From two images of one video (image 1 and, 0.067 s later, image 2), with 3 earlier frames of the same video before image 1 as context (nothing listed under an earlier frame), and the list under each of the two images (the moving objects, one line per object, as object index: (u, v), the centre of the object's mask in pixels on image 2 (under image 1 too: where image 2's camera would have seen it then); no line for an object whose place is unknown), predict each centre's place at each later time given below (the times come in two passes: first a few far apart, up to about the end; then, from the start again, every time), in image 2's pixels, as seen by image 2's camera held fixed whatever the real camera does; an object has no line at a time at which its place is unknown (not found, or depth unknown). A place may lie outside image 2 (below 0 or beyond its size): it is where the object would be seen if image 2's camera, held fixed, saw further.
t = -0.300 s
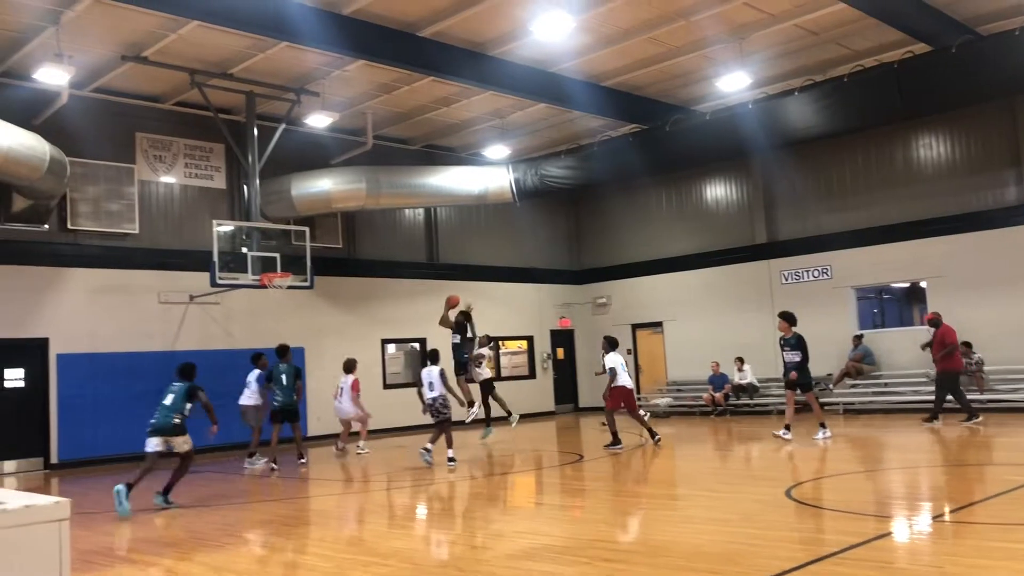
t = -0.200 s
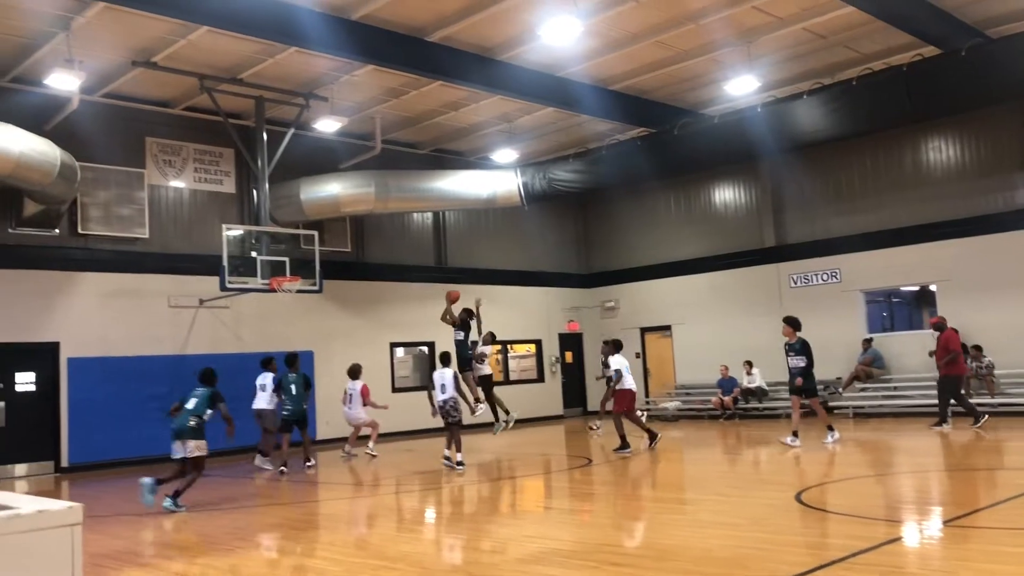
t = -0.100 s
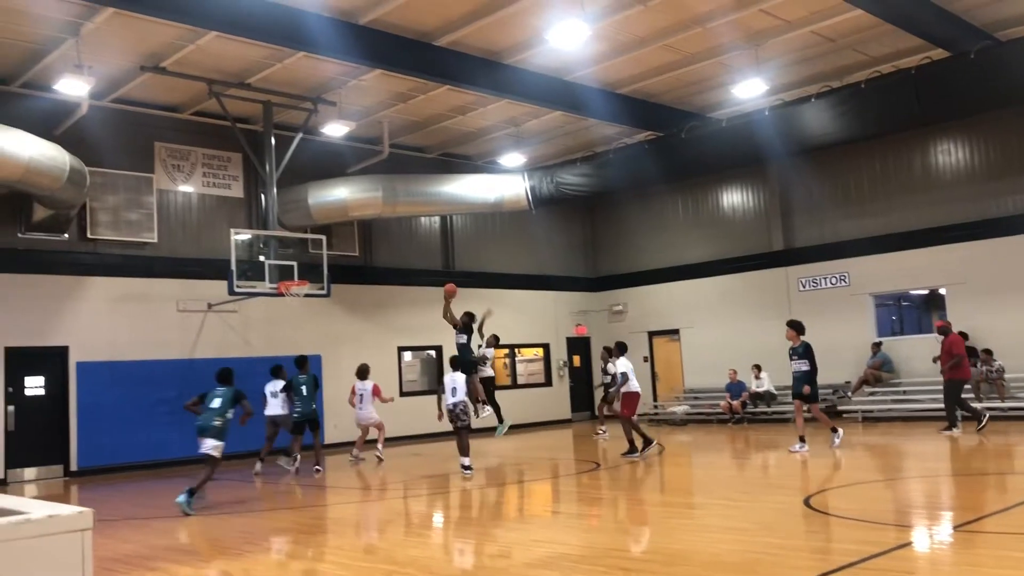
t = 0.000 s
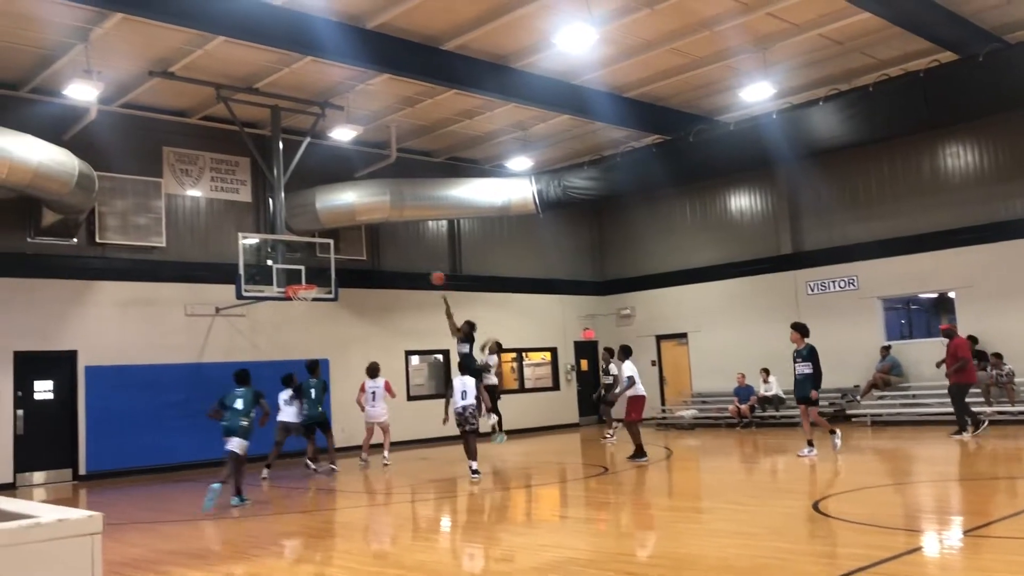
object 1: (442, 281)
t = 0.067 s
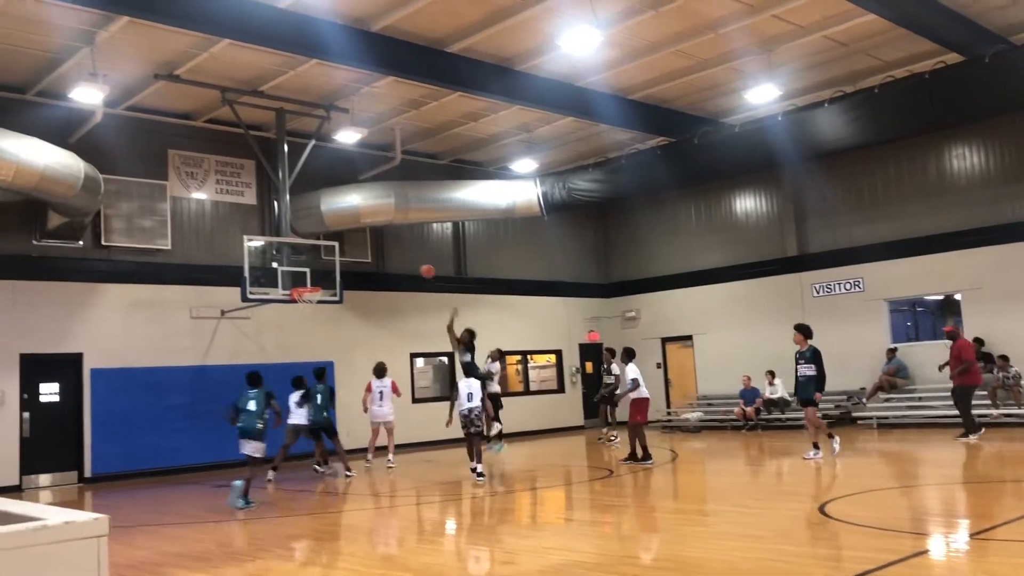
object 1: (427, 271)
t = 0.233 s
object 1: (390, 259)
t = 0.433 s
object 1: (345, 264)
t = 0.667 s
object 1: (299, 301)
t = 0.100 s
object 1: (420, 267)
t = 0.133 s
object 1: (412, 264)
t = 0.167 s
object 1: (405, 262)
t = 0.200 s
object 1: (397, 261)
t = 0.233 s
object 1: (390, 259)
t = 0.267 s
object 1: (382, 259)
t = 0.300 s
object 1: (375, 259)
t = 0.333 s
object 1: (368, 259)
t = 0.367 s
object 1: (360, 260)
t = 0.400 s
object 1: (353, 262)
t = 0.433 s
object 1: (345, 264)
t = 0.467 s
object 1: (338, 268)
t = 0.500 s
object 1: (329, 272)
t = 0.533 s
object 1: (322, 276)
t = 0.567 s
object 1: (316, 280)
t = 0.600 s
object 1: (309, 283)
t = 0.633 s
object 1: (299, 293)
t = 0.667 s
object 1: (299, 301)
